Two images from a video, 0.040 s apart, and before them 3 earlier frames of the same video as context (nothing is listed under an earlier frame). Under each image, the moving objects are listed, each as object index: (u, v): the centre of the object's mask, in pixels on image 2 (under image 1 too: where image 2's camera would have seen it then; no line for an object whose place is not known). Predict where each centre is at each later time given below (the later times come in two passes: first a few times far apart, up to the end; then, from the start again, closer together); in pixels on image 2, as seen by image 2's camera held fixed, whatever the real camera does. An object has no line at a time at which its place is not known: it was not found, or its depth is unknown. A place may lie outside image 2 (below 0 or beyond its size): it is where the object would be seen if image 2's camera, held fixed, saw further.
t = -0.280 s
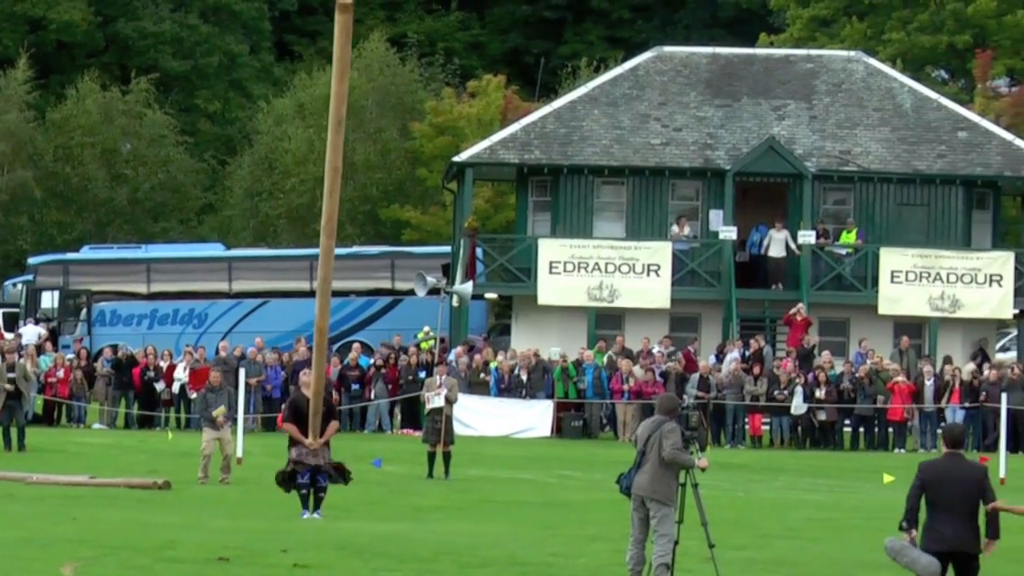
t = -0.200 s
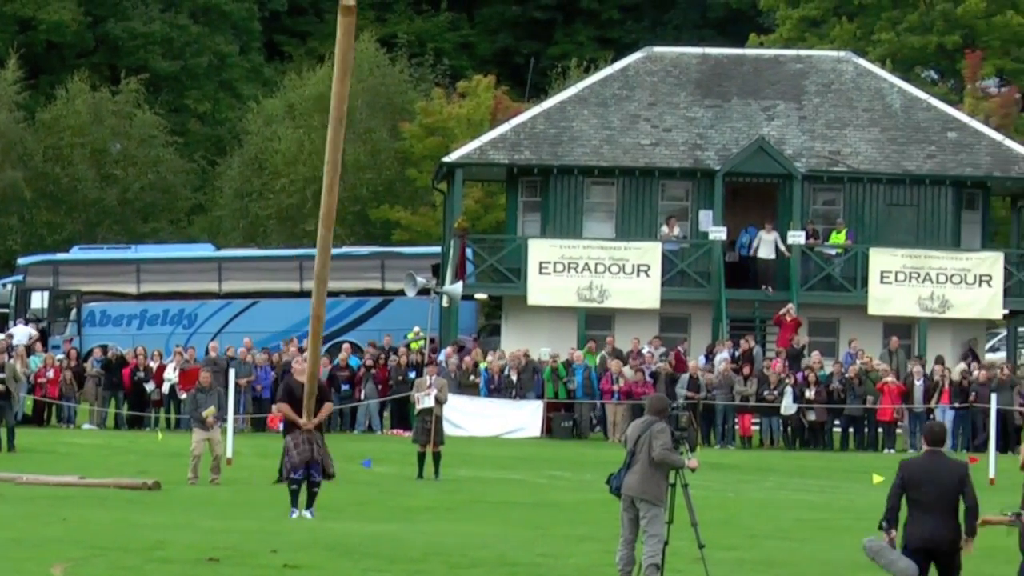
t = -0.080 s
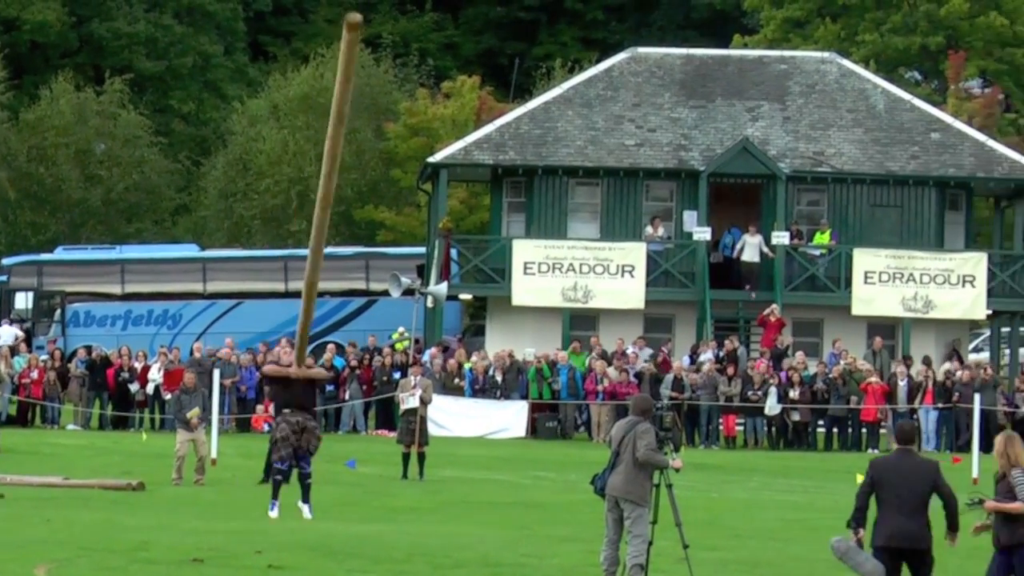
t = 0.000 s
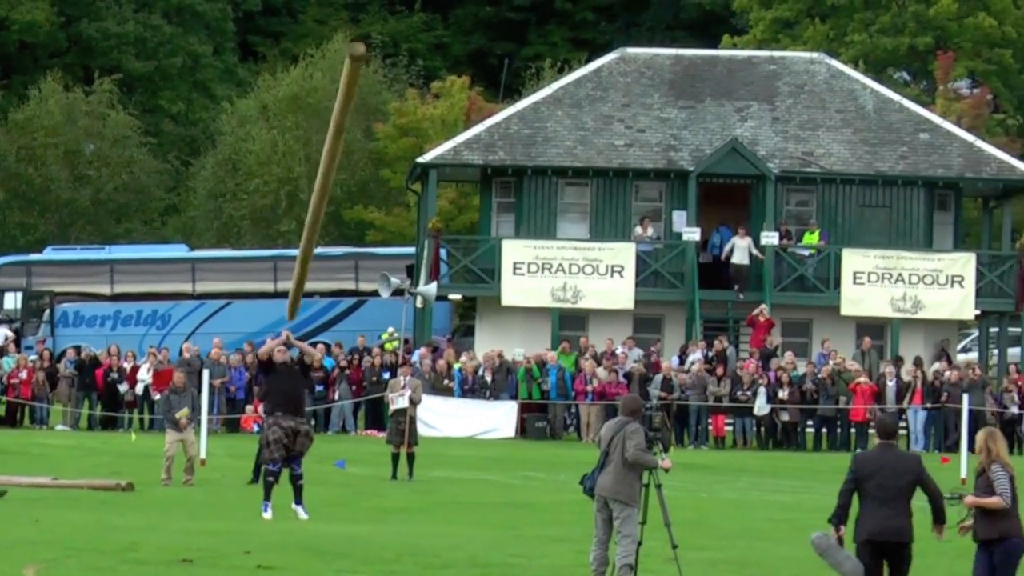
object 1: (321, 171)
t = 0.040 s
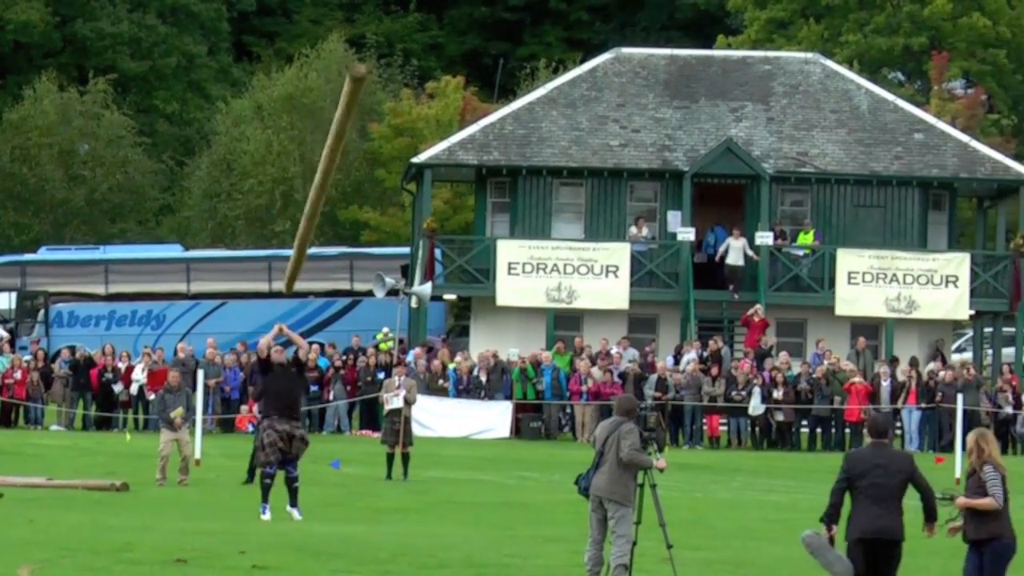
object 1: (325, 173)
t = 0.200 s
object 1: (337, 181)
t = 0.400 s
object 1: (363, 226)
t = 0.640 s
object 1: (387, 306)
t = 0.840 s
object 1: (405, 276)
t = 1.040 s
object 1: (422, 281)
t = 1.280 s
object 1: (442, 321)
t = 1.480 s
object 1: (459, 383)
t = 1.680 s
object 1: (475, 484)
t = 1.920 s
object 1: (486, 535)
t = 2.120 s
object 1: (492, 543)
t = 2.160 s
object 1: (494, 548)
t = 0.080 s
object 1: (328, 174)
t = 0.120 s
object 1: (336, 168)
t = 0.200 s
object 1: (337, 181)
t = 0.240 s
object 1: (342, 184)
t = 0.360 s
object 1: (359, 214)
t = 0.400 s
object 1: (363, 226)
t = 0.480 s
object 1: (371, 251)
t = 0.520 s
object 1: (375, 266)
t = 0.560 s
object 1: (379, 284)
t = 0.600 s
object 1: (384, 305)
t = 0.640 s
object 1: (387, 306)
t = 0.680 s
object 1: (391, 298)
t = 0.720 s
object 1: (395, 290)
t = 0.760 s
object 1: (398, 283)
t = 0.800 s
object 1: (402, 277)
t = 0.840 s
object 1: (405, 276)
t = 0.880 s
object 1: (409, 273)
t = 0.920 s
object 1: (412, 272)
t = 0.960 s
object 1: (415, 272)
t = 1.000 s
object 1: (419, 276)
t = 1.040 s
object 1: (422, 281)
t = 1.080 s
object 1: (425, 289)
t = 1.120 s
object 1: (428, 296)
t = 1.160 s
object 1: (432, 302)
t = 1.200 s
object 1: (435, 307)
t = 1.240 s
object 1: (439, 312)
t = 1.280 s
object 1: (442, 321)
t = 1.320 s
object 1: (446, 329)
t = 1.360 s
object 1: (449, 341)
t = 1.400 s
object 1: (453, 353)
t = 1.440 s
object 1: (457, 365)
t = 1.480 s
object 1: (459, 383)
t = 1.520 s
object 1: (461, 403)
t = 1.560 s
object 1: (464, 421)
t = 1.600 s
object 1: (464, 446)
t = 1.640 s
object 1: (469, 464)
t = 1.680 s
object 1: (475, 484)
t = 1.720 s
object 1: (478, 510)
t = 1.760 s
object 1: (479, 536)
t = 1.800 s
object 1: (482, 545)
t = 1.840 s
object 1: (482, 541)
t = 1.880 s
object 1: (484, 537)
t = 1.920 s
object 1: (486, 535)
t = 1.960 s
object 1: (487, 534)
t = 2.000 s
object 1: (489, 534)
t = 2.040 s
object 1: (489, 535)
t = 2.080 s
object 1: (490, 538)
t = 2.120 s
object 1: (492, 543)
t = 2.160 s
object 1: (494, 548)
